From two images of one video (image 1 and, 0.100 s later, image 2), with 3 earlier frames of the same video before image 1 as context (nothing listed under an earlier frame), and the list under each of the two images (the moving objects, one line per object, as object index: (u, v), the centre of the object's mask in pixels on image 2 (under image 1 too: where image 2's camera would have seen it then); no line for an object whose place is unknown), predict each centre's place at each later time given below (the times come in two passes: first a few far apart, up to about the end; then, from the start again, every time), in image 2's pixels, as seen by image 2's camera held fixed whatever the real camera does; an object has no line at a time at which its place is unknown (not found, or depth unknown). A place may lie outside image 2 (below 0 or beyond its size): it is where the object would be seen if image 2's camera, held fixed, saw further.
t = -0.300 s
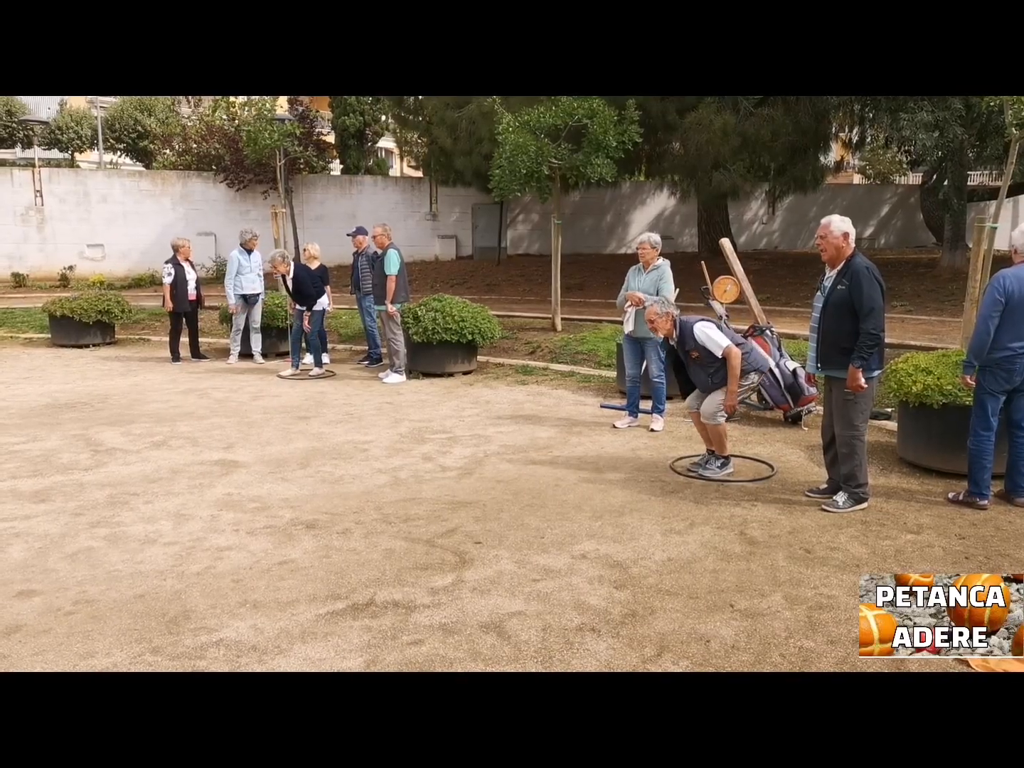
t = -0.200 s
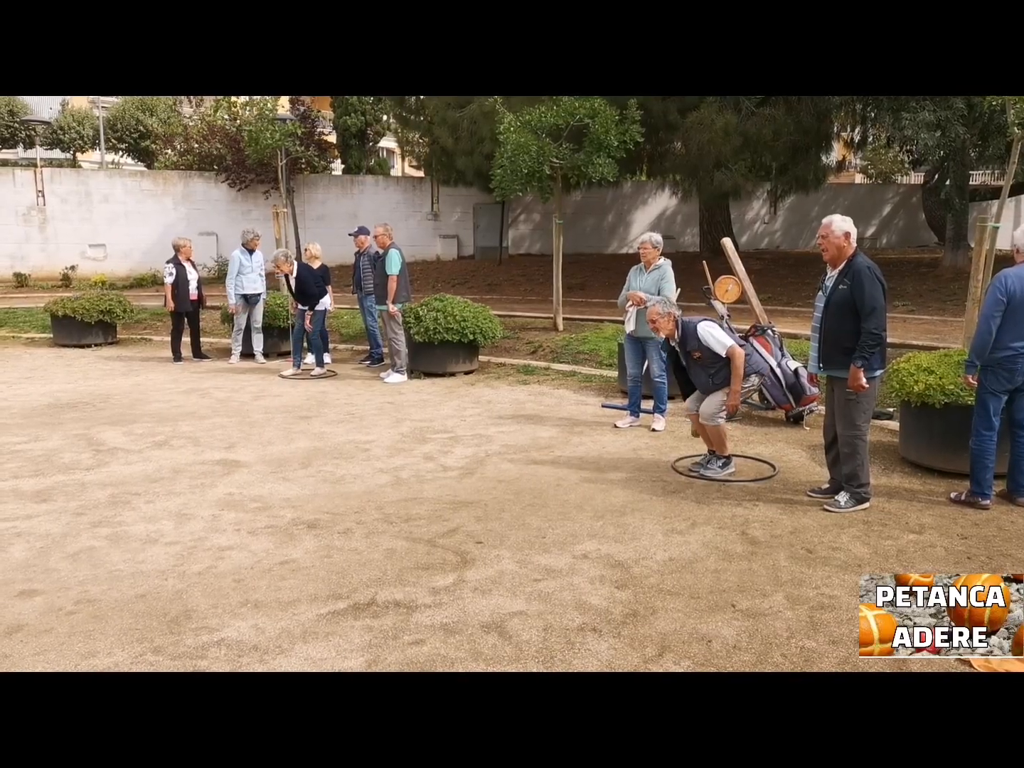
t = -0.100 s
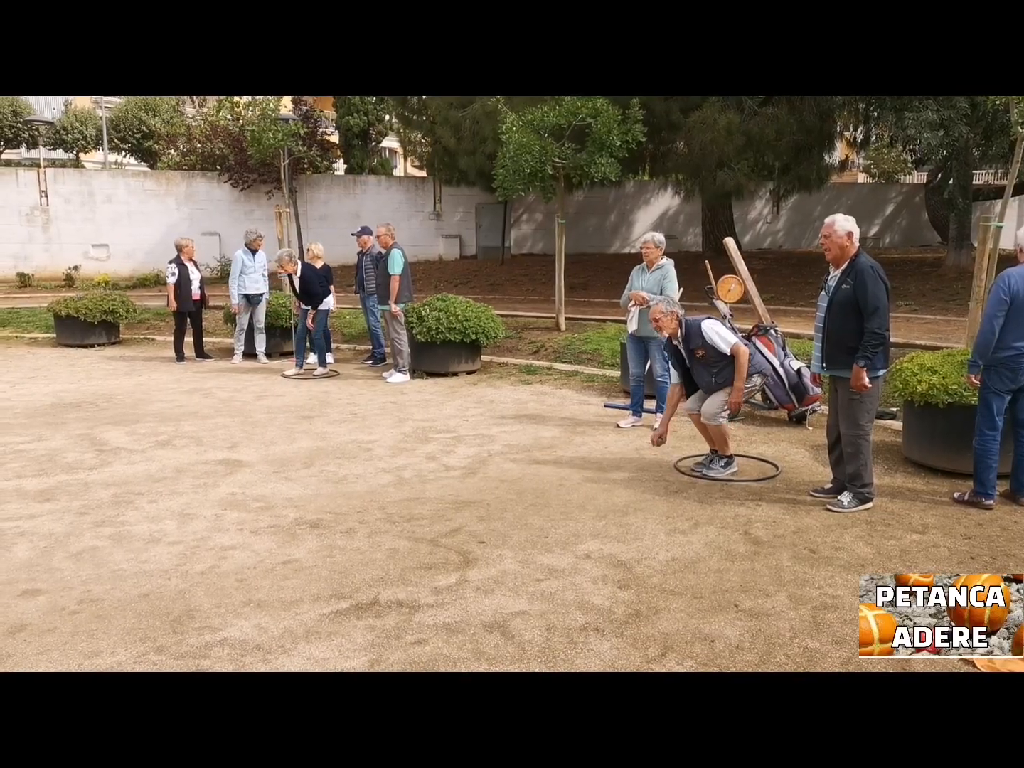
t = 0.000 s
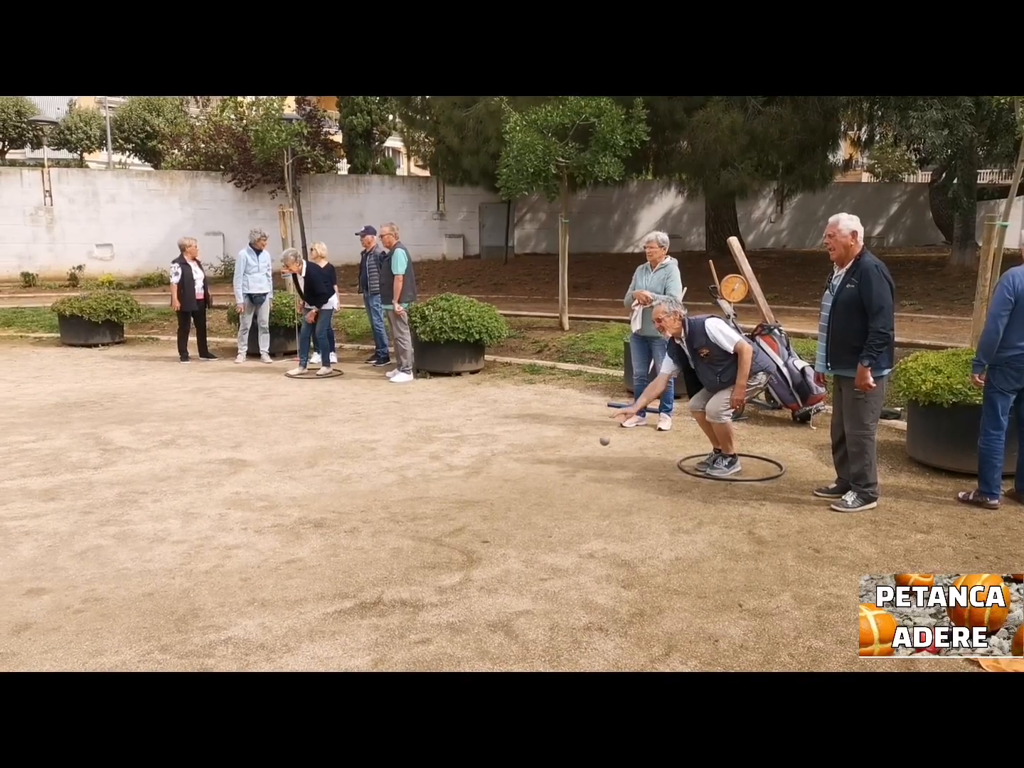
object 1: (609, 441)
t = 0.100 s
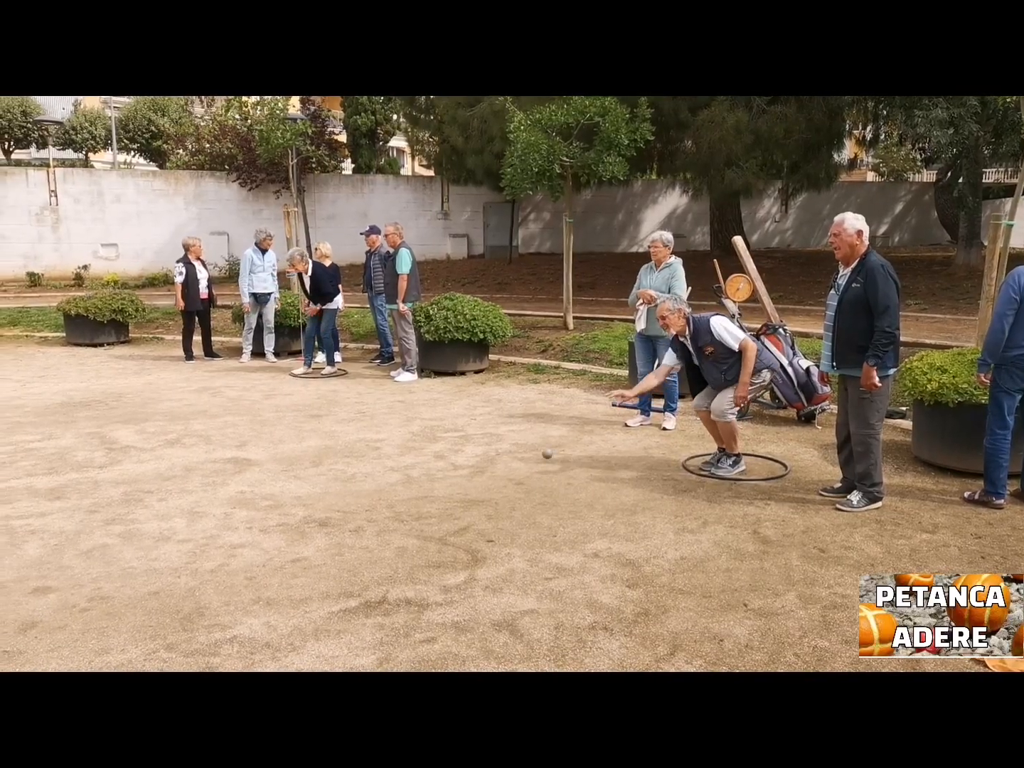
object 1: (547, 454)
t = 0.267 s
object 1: (444, 492)
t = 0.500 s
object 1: (329, 511)
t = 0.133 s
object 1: (525, 462)
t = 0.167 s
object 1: (503, 473)
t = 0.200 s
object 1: (480, 485)
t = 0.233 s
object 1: (460, 493)
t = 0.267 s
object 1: (444, 492)
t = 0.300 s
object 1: (427, 492)
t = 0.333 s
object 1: (410, 496)
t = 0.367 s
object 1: (393, 500)
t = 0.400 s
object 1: (375, 505)
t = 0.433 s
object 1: (360, 507)
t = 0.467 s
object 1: (345, 509)
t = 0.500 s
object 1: (329, 511)
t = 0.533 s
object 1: (313, 514)
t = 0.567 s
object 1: (298, 515)
